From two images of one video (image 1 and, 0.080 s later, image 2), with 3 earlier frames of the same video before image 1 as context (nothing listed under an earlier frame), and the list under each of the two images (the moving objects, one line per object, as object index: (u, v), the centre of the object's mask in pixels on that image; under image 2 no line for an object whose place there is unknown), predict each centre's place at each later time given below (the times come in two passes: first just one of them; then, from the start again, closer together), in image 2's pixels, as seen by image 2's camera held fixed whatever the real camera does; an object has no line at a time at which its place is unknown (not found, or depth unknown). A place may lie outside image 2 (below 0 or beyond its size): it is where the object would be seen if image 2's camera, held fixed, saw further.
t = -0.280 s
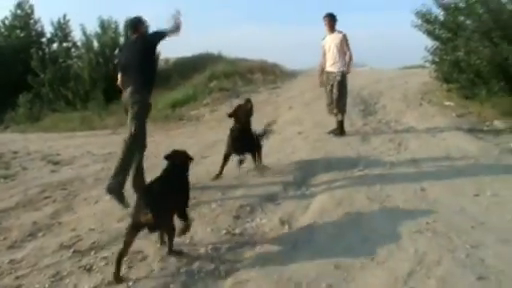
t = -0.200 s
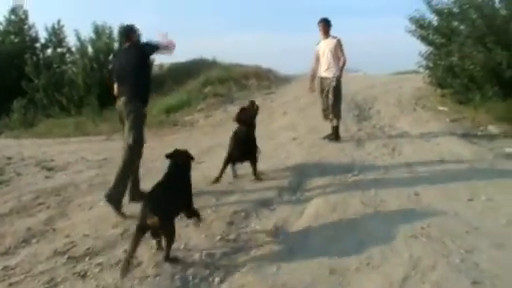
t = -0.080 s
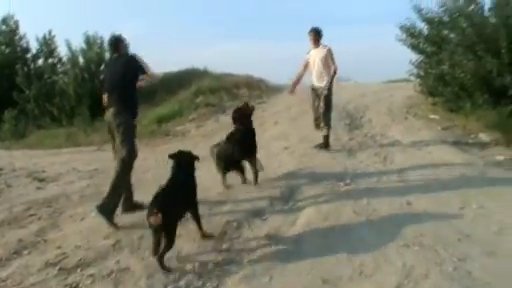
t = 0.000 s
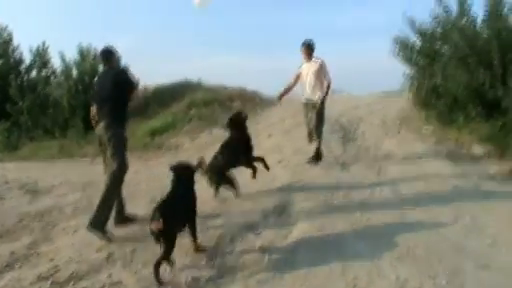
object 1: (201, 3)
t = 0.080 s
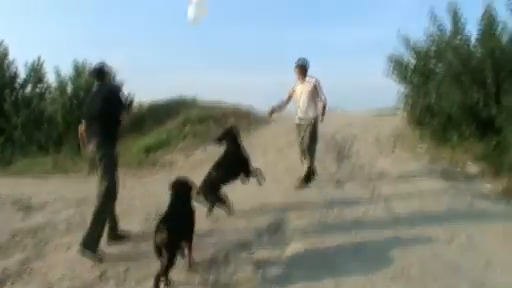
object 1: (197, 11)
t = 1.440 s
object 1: (218, 52)
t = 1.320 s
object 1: (212, 44)
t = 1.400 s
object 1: (216, 49)
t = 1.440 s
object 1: (218, 52)
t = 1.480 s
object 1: (220, 54)
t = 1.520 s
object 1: (222, 56)
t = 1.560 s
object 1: (224, 58)
